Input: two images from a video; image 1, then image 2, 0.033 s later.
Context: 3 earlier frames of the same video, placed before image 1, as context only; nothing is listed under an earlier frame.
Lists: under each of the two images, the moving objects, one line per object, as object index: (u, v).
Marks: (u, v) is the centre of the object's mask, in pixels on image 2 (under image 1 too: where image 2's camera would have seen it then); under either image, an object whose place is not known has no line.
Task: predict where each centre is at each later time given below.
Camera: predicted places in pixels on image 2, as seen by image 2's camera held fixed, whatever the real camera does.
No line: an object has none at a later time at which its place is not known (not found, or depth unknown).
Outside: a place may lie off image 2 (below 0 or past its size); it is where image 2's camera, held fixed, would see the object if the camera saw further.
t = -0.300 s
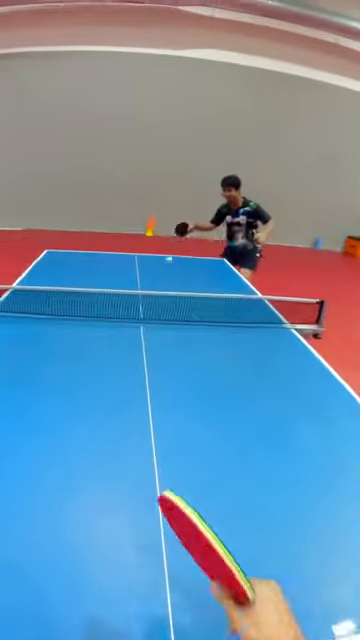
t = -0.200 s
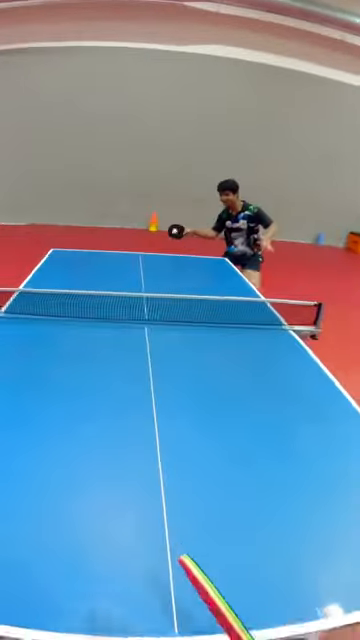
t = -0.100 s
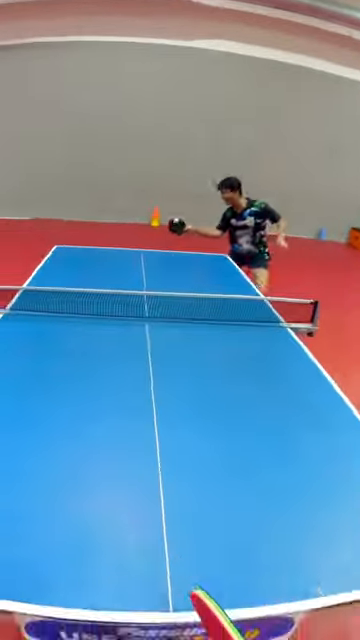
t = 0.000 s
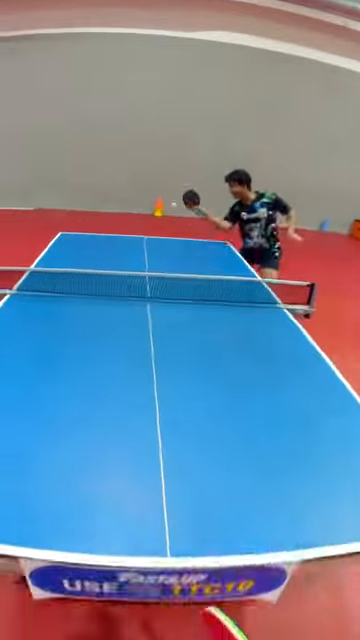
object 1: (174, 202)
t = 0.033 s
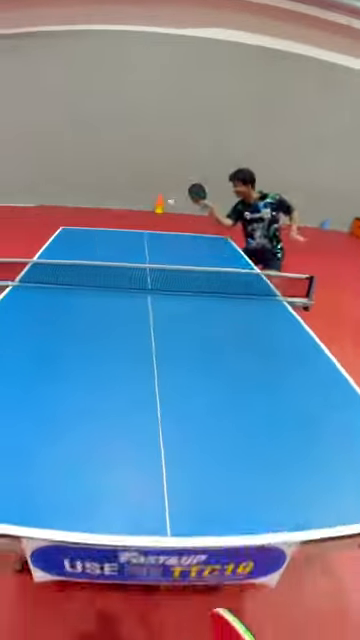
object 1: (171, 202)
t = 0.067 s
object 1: (170, 202)
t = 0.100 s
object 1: (167, 205)
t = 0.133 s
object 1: (163, 212)
